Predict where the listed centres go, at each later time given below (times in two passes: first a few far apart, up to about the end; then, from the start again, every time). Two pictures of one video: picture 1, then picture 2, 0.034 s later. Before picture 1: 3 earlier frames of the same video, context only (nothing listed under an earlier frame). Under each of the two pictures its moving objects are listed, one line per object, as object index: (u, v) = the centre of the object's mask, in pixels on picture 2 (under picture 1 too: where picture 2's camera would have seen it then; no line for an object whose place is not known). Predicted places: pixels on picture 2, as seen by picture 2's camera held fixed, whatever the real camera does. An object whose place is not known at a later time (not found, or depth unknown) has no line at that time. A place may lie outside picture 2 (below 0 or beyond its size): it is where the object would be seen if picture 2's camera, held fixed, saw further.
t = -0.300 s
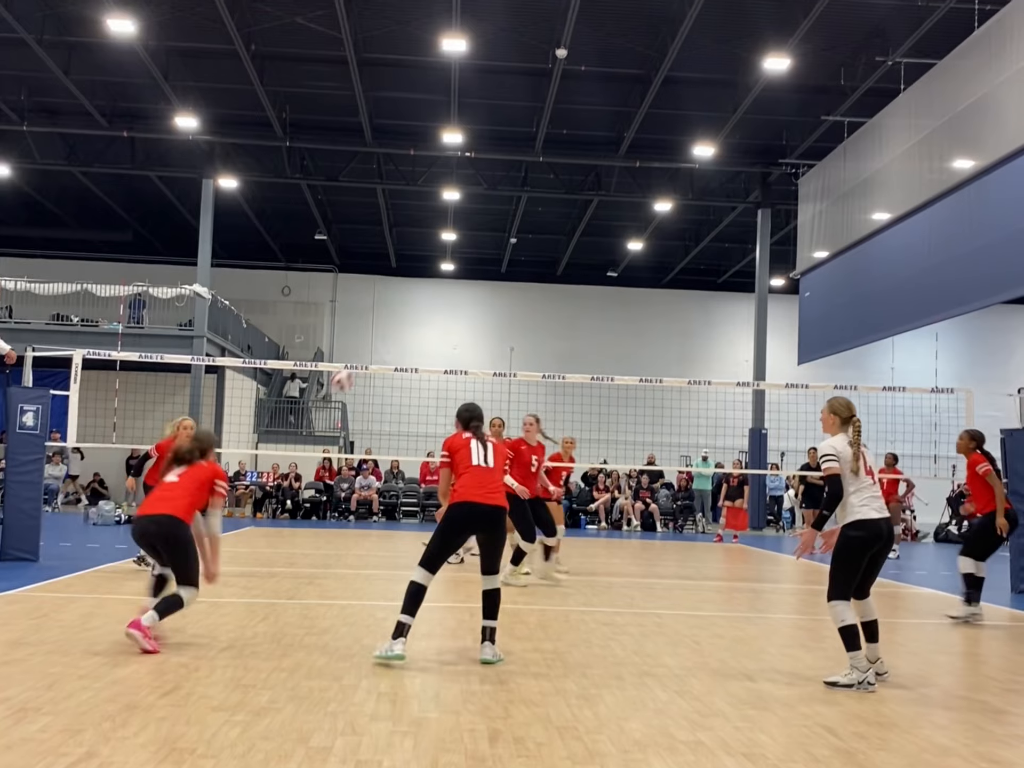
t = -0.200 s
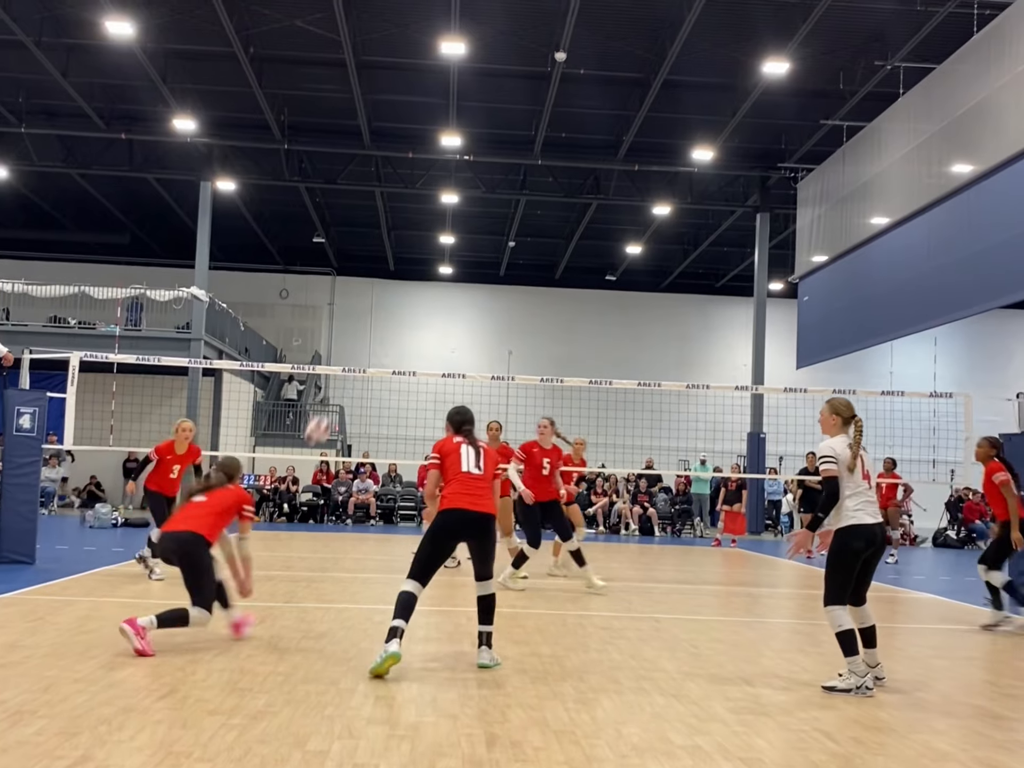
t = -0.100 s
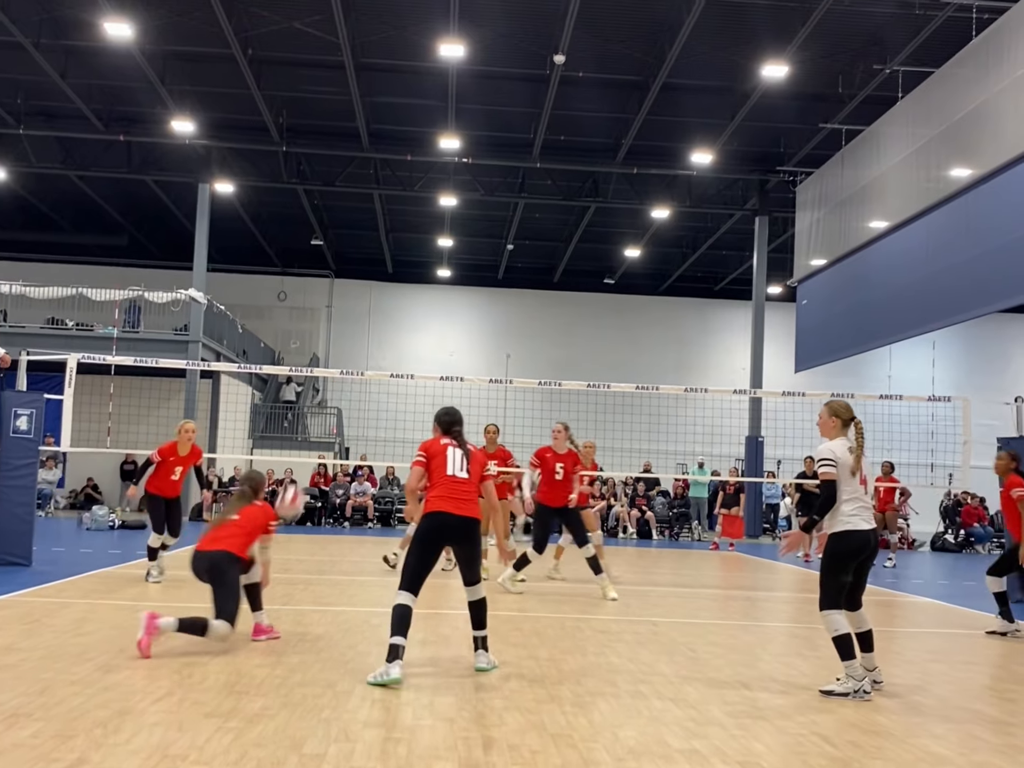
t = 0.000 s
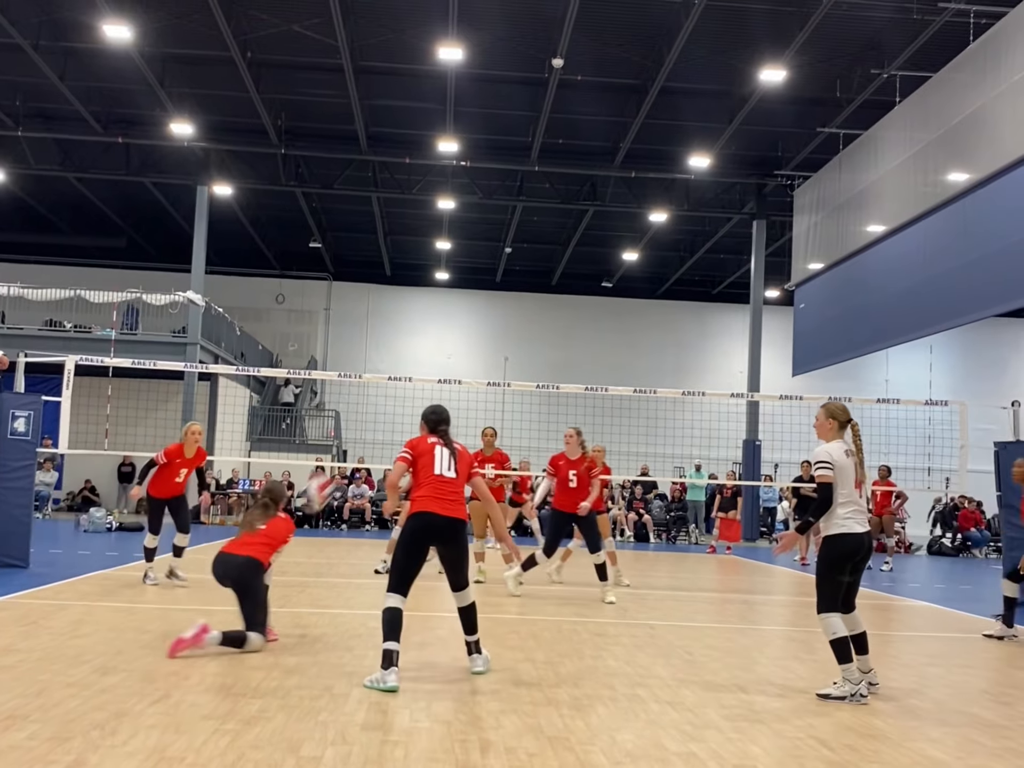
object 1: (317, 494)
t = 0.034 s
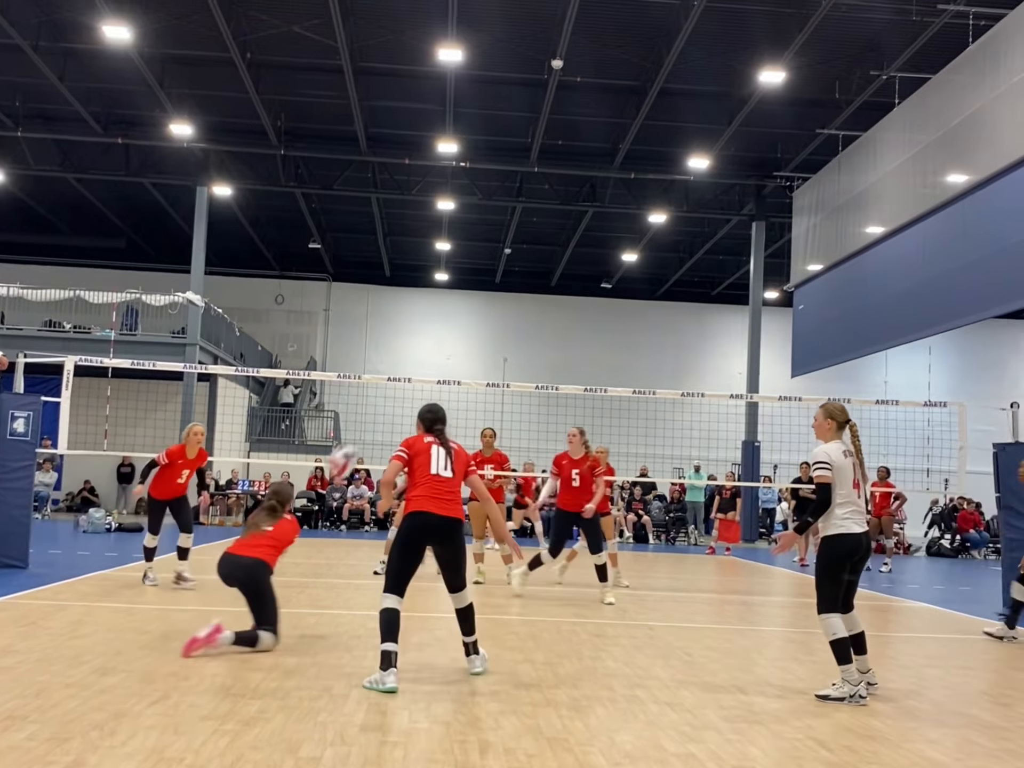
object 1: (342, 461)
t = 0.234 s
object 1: (474, 326)
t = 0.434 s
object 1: (582, 256)
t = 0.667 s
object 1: (692, 237)
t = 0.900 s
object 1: (789, 275)
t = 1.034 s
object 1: (842, 319)
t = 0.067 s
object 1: (366, 433)
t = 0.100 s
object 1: (389, 408)
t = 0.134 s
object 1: (411, 385)
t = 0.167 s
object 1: (433, 364)
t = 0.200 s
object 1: (453, 344)
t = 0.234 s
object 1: (474, 326)
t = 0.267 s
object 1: (494, 311)
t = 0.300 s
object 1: (512, 296)
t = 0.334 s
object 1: (530, 284)
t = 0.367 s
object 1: (548, 274)
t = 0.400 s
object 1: (565, 264)
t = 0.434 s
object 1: (582, 256)
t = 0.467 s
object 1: (599, 249)
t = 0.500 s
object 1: (615, 244)
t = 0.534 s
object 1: (631, 240)
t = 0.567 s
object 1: (647, 237)
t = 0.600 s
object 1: (662, 236)
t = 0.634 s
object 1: (677, 236)
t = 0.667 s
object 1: (692, 237)
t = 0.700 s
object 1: (707, 239)
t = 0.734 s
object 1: (721, 243)
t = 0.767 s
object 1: (736, 246)
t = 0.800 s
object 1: (749, 252)
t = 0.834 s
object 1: (763, 259)
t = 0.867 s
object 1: (777, 266)
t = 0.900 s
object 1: (789, 275)
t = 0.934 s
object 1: (802, 285)
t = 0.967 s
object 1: (816, 295)
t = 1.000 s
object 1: (829, 307)
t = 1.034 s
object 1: (842, 319)
